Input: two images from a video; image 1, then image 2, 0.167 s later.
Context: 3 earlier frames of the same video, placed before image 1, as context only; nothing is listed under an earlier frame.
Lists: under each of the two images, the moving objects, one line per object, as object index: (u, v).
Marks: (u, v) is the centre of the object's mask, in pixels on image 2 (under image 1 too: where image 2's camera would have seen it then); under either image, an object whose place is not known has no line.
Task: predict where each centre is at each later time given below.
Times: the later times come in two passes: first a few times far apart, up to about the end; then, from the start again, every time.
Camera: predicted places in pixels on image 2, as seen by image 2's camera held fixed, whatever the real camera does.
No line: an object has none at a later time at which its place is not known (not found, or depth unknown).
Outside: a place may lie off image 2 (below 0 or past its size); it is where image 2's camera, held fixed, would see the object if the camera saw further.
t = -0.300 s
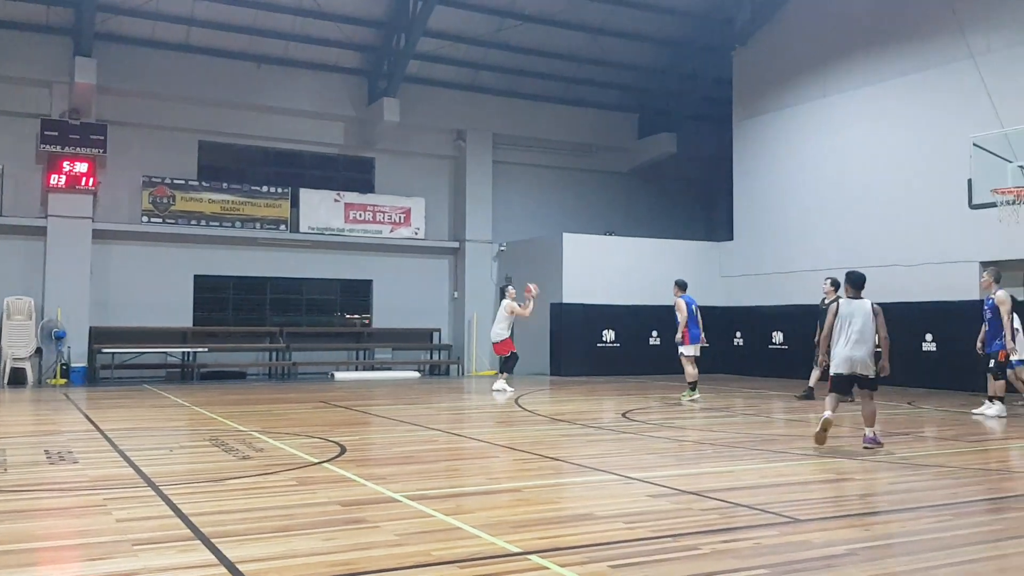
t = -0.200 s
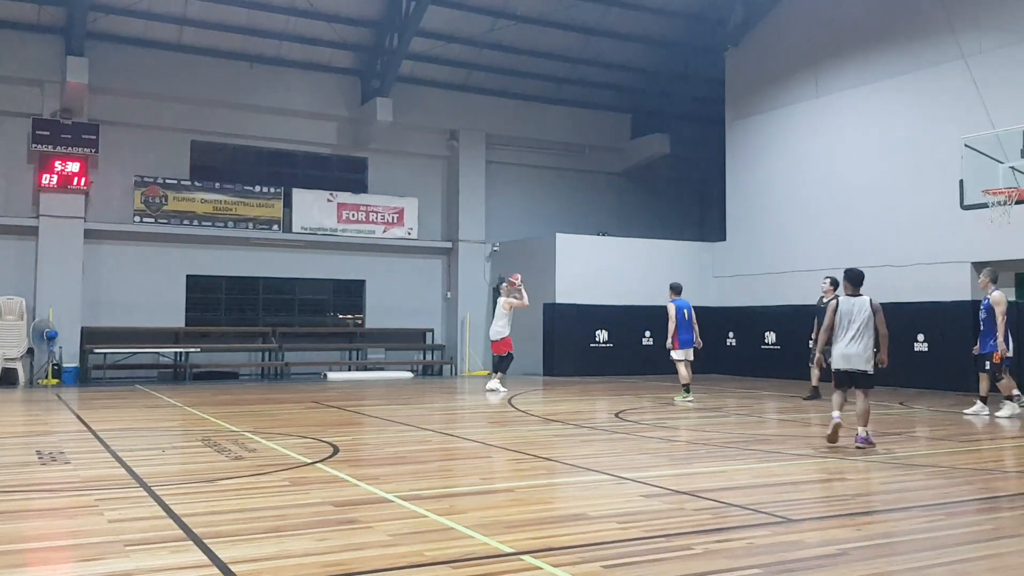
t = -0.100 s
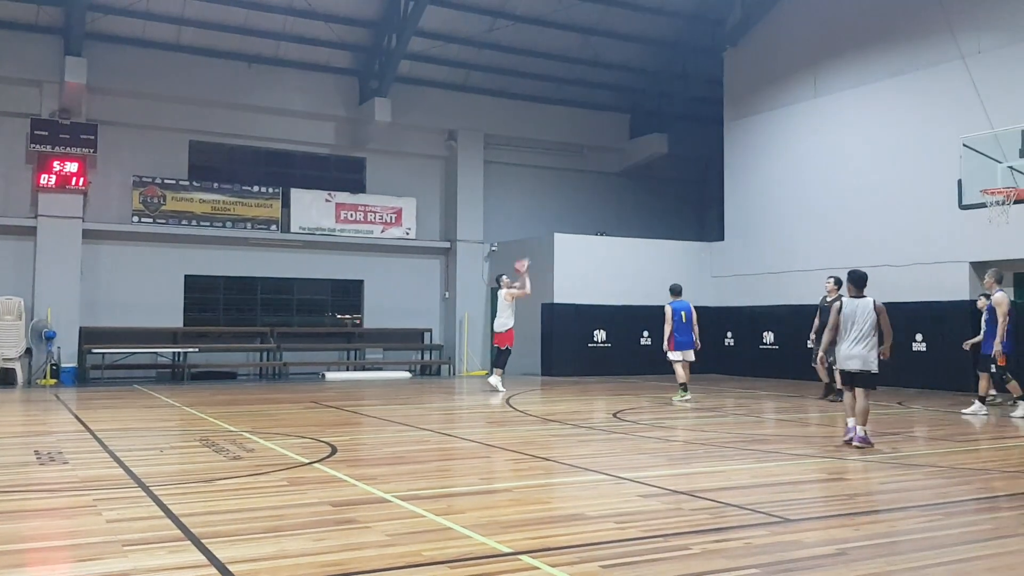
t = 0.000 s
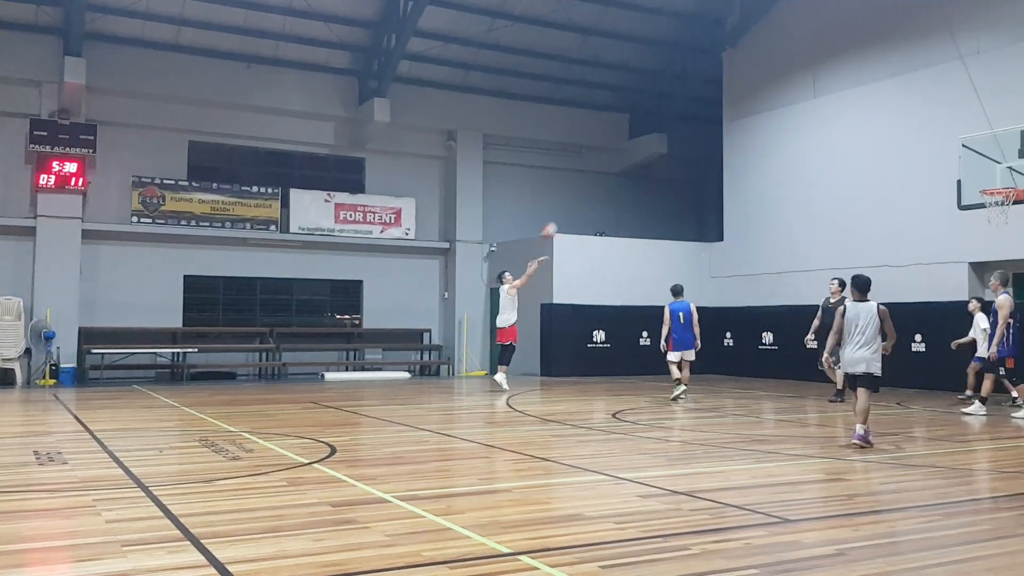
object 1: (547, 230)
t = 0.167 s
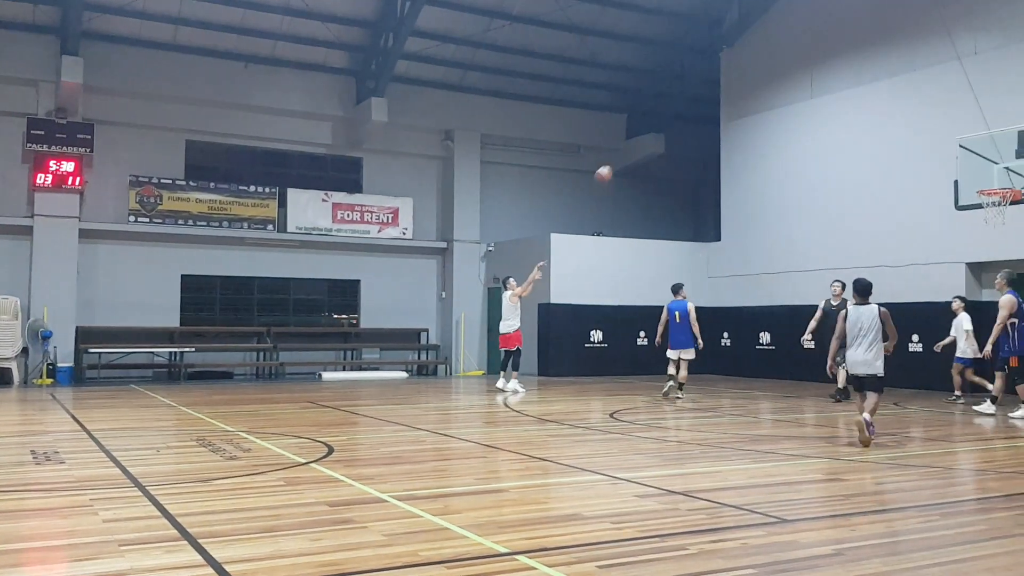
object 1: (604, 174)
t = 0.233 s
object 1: (628, 156)
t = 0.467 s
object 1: (711, 113)
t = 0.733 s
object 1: (808, 102)
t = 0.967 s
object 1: (897, 130)
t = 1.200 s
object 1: (977, 180)
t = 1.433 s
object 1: (943, 147)
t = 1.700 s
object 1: (895, 156)
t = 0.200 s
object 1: (615, 165)
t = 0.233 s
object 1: (628, 156)
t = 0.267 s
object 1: (639, 148)
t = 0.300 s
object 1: (652, 141)
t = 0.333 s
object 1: (663, 134)
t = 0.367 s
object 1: (675, 127)
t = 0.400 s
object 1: (687, 122)
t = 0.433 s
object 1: (698, 117)
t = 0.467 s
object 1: (711, 113)
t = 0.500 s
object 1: (723, 109)
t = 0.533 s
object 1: (734, 106)
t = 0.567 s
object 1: (746, 103)
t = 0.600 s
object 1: (758, 102)
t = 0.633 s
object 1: (771, 101)
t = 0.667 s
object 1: (783, 101)
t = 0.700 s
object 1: (795, 102)
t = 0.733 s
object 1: (808, 102)
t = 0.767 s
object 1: (820, 104)
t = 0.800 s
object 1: (832, 107)
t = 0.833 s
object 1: (845, 110)
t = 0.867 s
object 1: (857, 114)
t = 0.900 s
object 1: (871, 119)
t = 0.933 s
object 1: (884, 124)
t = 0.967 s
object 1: (897, 130)
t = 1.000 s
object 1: (910, 137)
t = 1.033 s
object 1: (923, 144)
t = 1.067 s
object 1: (936, 152)
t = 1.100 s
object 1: (950, 162)
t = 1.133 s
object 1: (964, 172)
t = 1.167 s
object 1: (977, 184)
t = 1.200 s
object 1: (977, 180)
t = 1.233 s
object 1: (973, 173)
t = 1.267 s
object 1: (969, 166)
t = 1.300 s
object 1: (965, 160)
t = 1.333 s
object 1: (961, 156)
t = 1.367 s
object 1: (956, 152)
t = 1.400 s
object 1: (949, 149)
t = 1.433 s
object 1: (943, 147)
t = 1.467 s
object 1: (937, 146)
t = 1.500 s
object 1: (931, 145)
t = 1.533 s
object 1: (925, 145)
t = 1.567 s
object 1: (919, 146)
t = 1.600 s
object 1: (913, 147)
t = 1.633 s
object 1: (907, 149)
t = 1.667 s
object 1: (901, 153)
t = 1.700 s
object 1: (895, 156)
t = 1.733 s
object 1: (890, 161)
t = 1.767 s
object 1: (884, 165)
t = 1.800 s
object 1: (878, 171)
